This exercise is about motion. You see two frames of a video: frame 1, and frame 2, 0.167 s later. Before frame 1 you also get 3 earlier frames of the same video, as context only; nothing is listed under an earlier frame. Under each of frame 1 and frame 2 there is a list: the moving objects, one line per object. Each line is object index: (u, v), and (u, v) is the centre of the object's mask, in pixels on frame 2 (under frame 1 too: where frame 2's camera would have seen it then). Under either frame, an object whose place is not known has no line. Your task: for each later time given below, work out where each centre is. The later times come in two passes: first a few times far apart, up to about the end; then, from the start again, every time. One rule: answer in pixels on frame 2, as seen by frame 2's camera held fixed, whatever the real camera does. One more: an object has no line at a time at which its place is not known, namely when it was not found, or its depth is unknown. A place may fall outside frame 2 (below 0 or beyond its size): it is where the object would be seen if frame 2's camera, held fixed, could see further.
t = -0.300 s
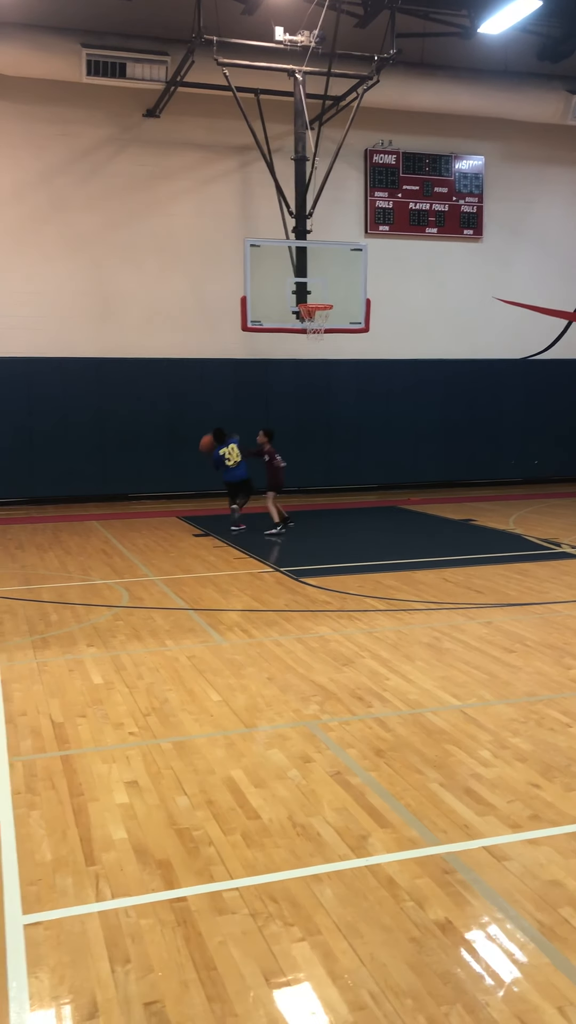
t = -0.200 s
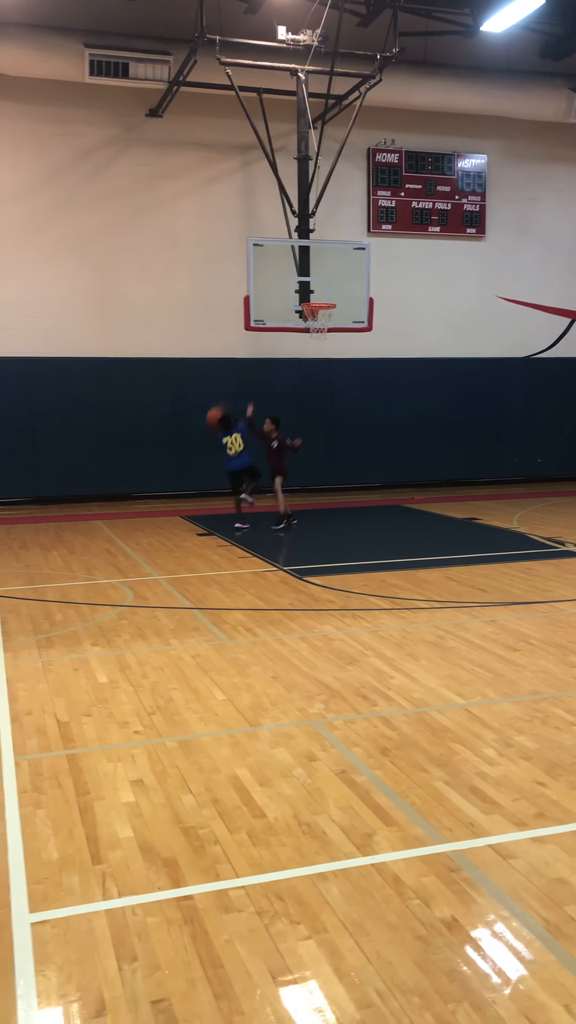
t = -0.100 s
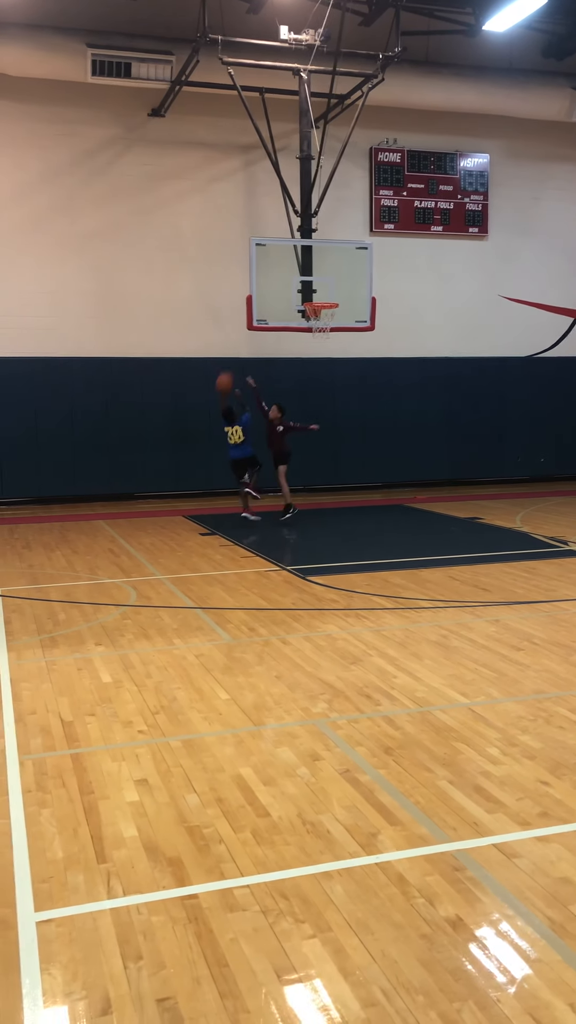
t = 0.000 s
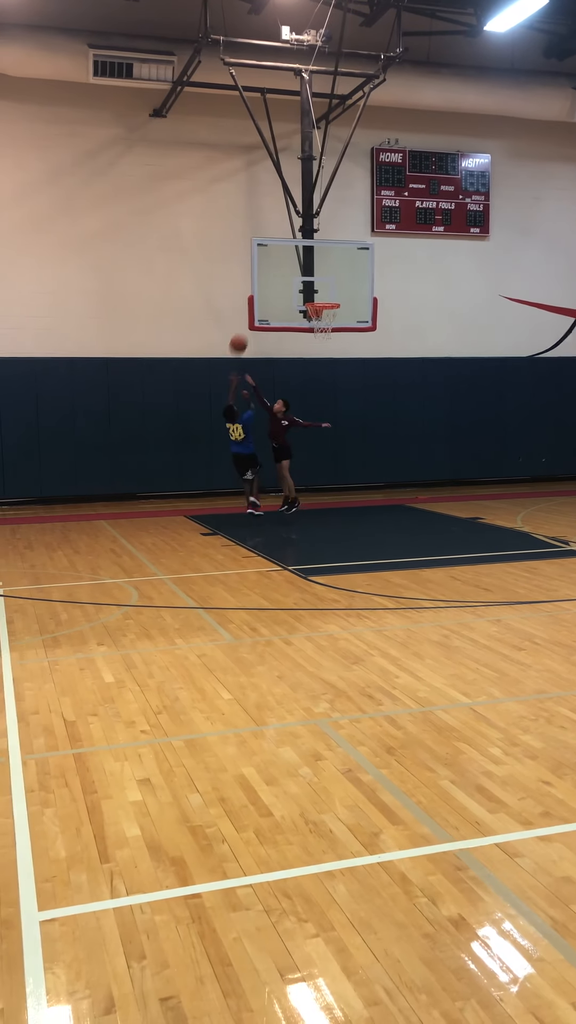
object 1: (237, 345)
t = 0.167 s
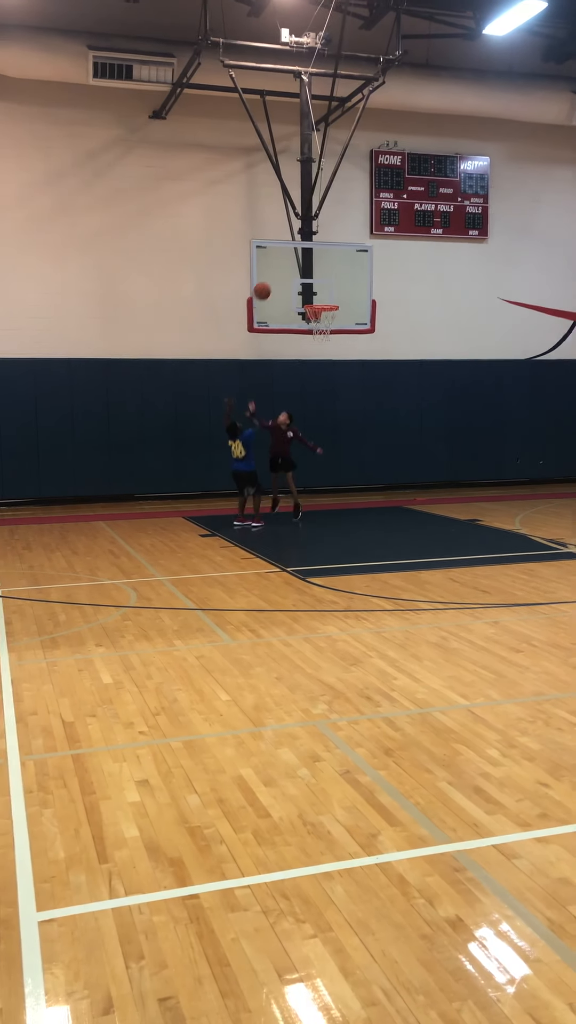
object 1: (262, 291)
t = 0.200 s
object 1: (266, 285)
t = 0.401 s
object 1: (289, 266)
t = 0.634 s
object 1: (312, 287)
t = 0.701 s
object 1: (319, 298)
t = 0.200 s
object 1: (266, 285)
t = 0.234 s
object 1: (270, 279)
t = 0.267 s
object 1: (274, 275)
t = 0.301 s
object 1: (278, 271)
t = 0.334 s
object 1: (282, 269)
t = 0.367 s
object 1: (286, 267)
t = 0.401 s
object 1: (289, 266)
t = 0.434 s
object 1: (292, 267)
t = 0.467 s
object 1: (296, 268)
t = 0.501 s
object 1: (299, 270)
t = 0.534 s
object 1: (302, 273)
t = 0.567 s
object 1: (305, 277)
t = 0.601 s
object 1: (309, 281)
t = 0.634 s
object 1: (312, 287)
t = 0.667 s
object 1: (316, 292)
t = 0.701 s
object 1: (319, 298)
